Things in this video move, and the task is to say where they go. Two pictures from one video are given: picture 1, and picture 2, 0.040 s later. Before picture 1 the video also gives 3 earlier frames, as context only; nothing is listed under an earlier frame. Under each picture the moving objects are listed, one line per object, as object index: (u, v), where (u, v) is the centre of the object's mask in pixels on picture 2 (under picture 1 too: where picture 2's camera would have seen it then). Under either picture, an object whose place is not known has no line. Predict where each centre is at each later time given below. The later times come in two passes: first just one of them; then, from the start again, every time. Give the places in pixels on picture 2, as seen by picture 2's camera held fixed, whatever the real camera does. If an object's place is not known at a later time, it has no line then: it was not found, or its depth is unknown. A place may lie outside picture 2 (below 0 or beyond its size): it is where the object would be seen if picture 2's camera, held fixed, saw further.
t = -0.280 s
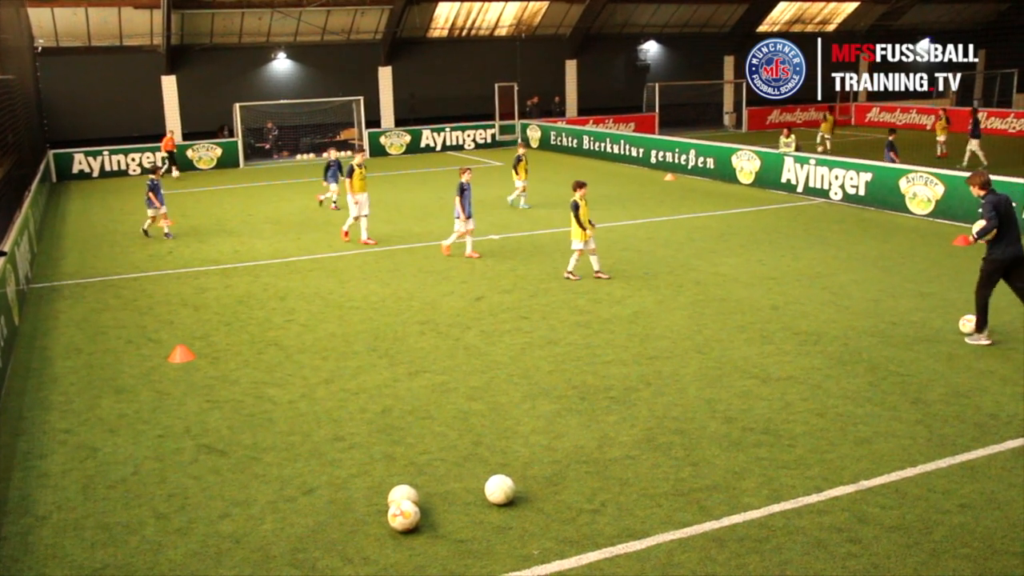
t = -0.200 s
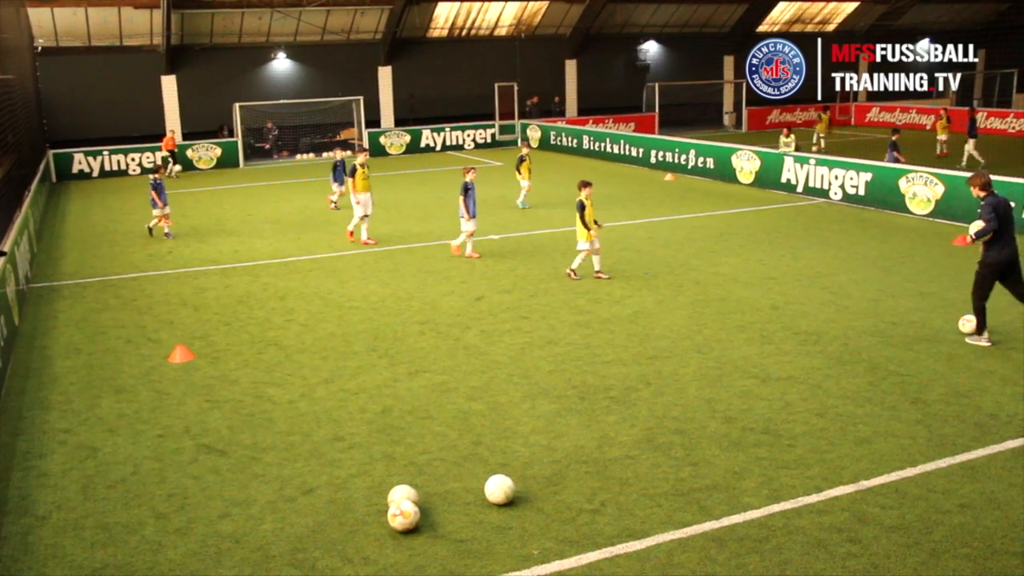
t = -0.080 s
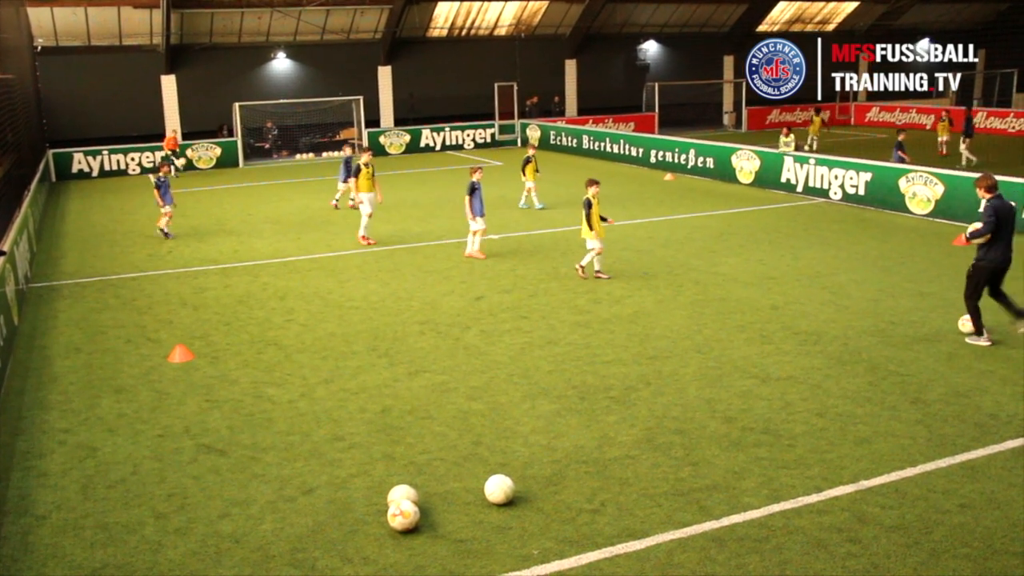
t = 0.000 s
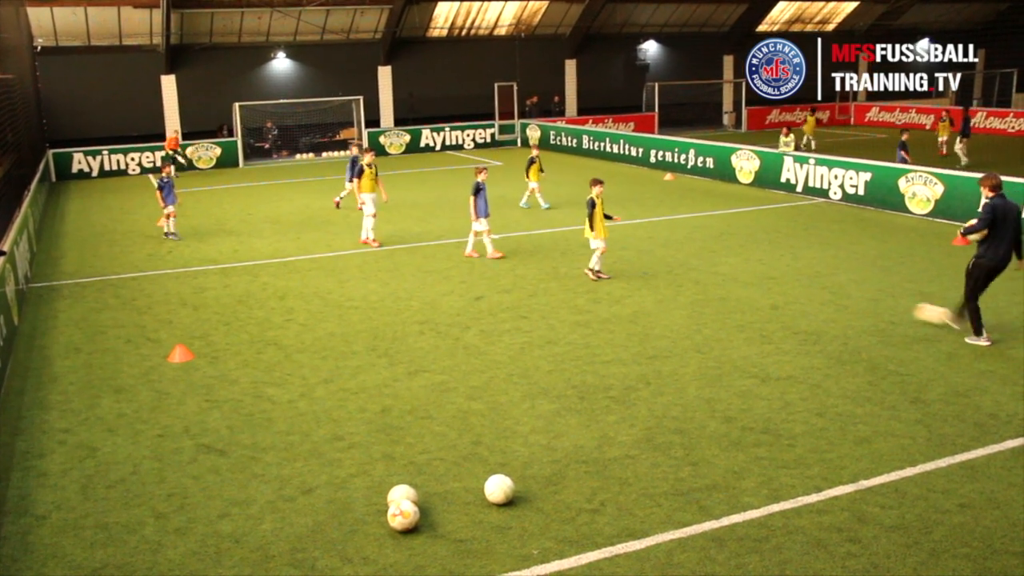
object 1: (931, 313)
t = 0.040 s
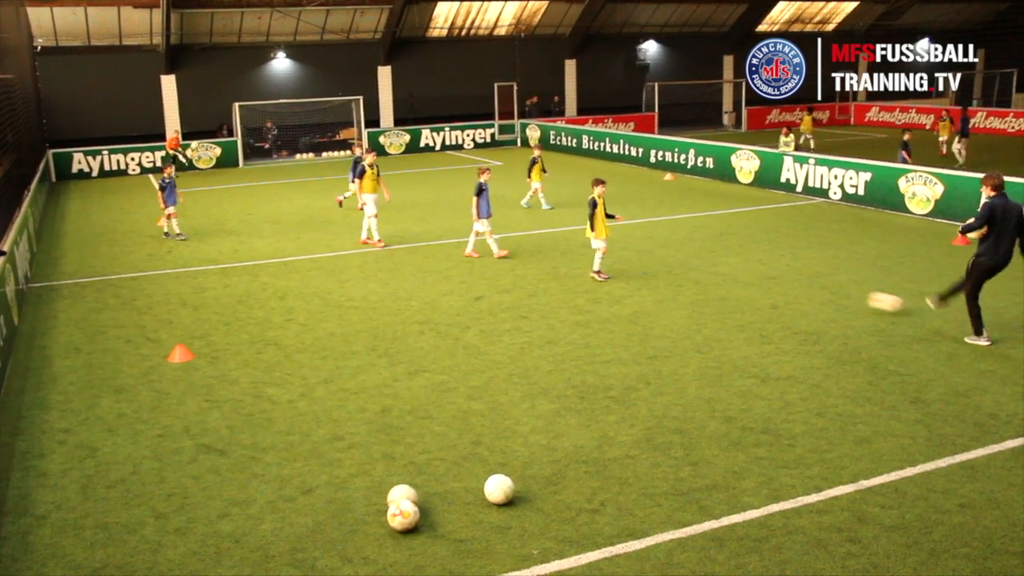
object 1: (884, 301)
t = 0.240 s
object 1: (696, 268)
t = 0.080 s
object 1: (841, 292)
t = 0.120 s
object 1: (800, 284)
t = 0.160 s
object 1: (763, 278)
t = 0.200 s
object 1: (728, 273)
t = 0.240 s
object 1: (696, 268)
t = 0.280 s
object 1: (669, 260)
